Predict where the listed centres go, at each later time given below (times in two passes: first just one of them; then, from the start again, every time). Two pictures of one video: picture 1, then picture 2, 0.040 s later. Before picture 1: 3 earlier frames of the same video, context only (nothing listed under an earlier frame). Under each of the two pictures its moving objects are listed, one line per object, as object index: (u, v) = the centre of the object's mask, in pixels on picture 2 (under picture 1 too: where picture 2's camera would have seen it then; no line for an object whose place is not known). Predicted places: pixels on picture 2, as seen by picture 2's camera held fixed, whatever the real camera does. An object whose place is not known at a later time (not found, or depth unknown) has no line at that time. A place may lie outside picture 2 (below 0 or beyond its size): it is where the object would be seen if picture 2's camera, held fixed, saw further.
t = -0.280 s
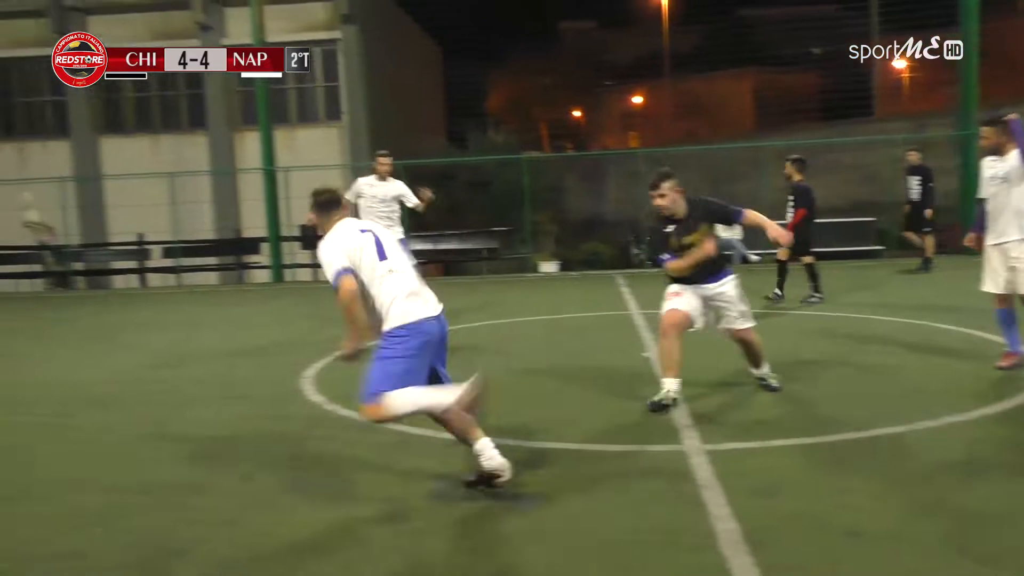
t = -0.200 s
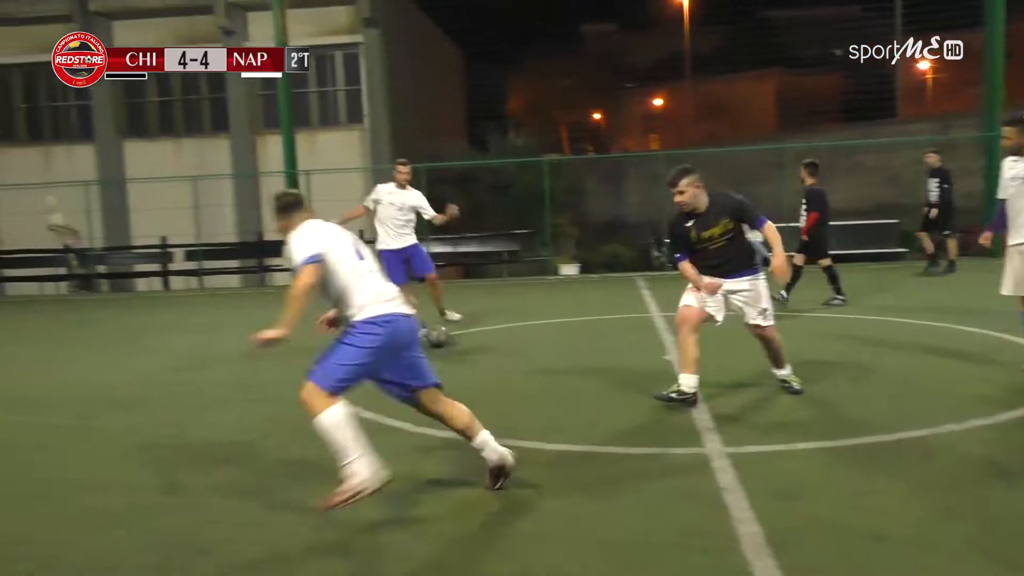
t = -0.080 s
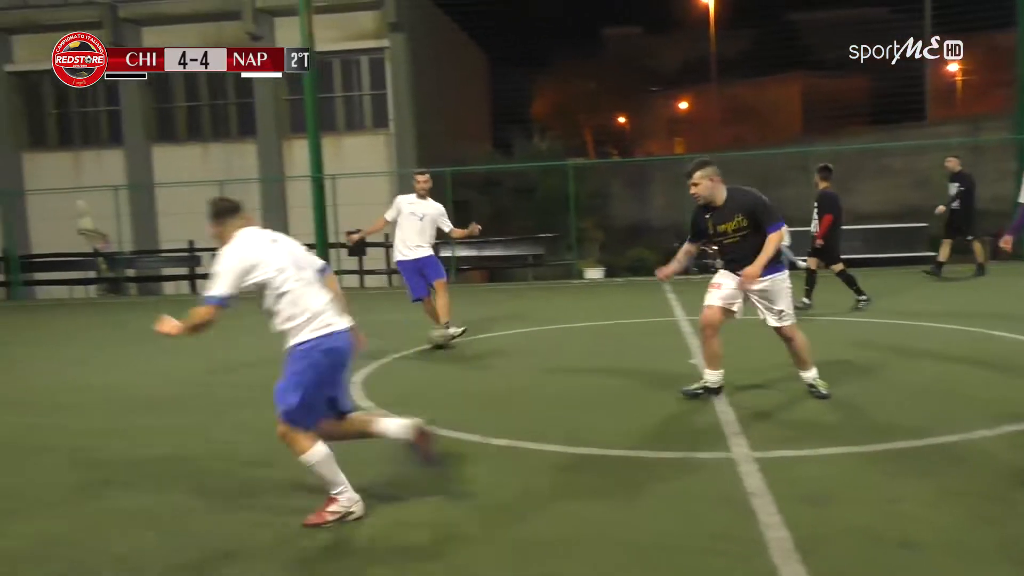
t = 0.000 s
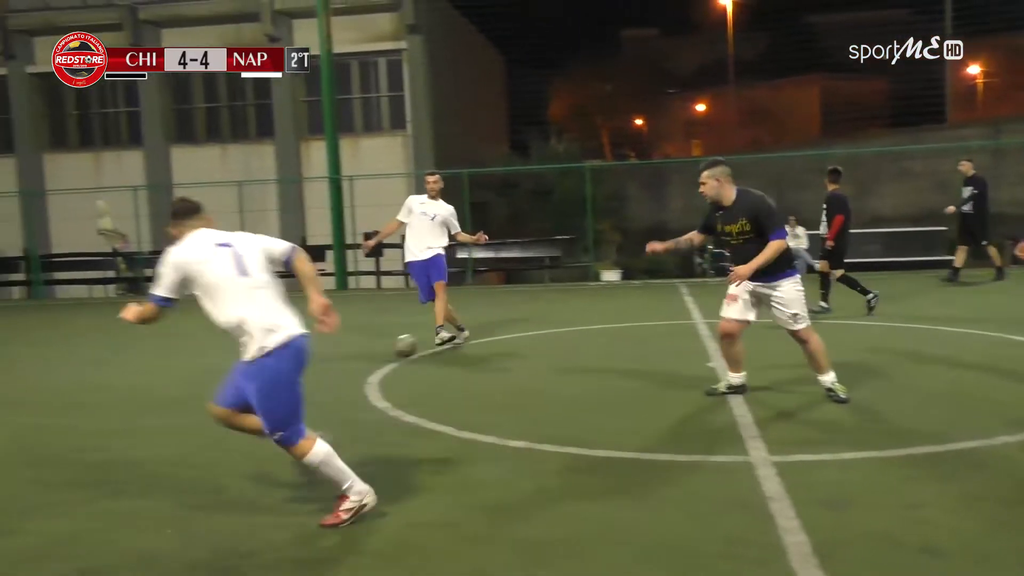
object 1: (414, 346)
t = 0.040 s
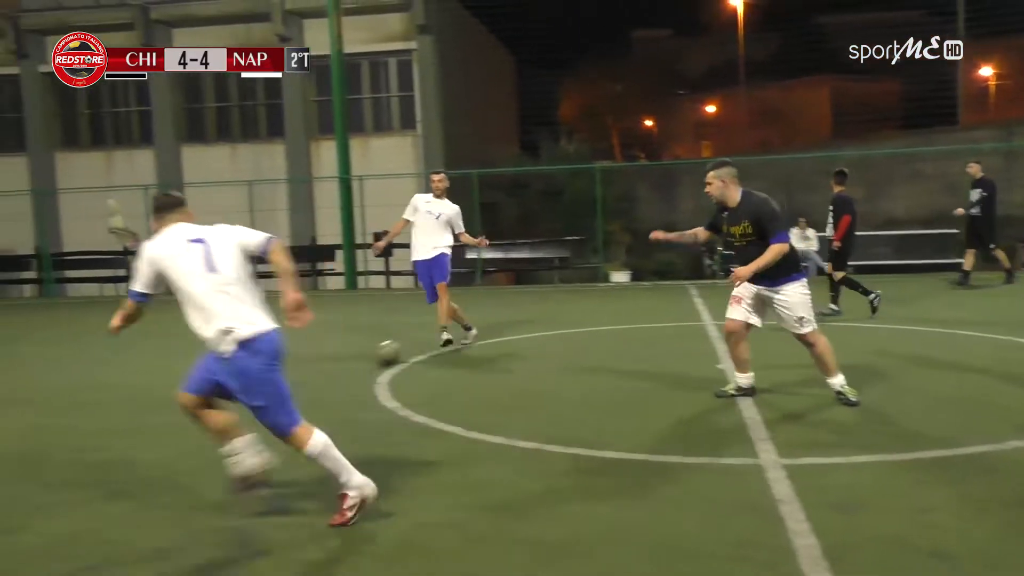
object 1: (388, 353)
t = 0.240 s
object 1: (254, 377)
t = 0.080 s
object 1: (362, 358)
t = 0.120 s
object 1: (335, 362)
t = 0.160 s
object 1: (308, 368)
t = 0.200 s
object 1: (281, 372)
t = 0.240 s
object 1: (254, 377)
